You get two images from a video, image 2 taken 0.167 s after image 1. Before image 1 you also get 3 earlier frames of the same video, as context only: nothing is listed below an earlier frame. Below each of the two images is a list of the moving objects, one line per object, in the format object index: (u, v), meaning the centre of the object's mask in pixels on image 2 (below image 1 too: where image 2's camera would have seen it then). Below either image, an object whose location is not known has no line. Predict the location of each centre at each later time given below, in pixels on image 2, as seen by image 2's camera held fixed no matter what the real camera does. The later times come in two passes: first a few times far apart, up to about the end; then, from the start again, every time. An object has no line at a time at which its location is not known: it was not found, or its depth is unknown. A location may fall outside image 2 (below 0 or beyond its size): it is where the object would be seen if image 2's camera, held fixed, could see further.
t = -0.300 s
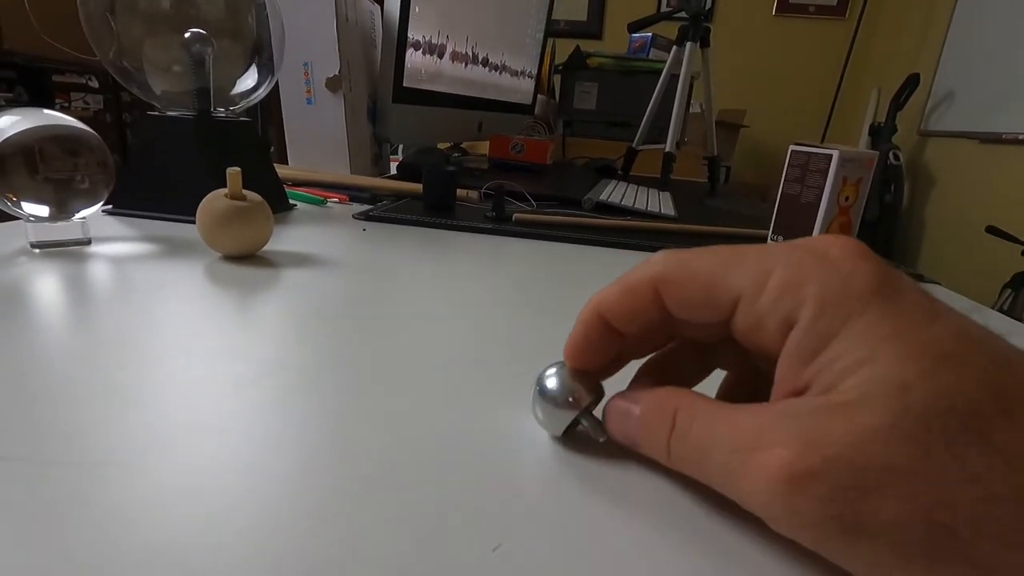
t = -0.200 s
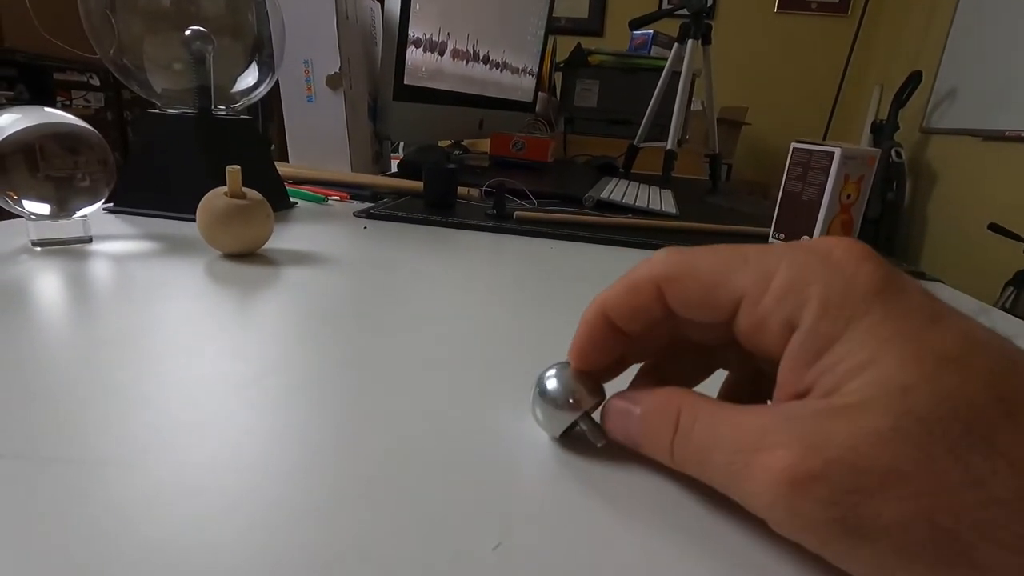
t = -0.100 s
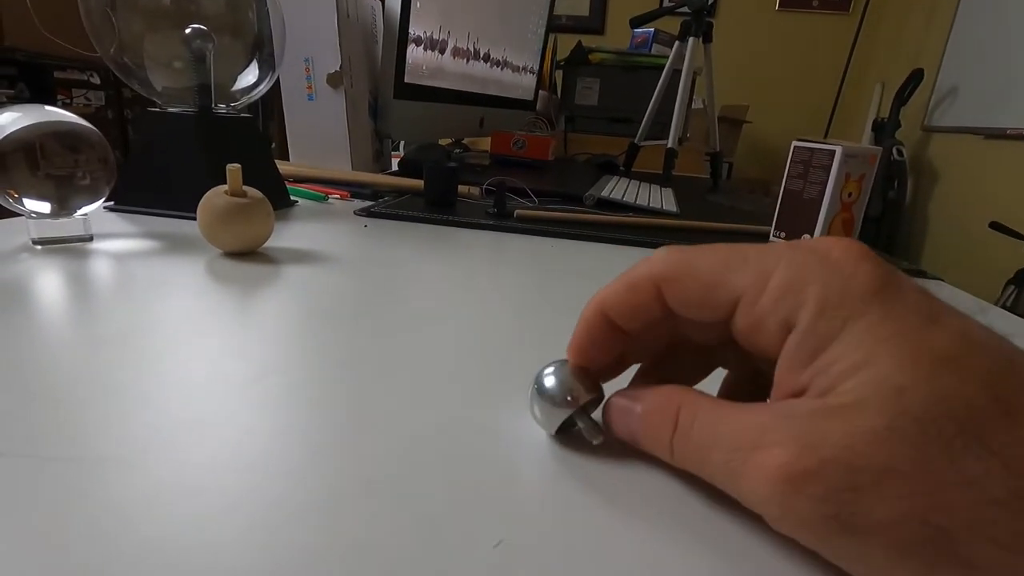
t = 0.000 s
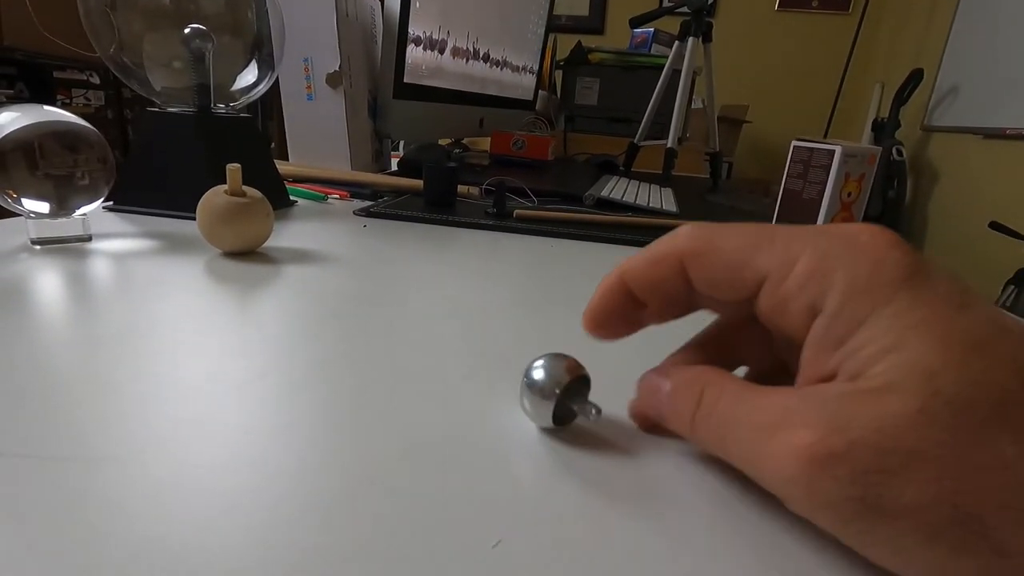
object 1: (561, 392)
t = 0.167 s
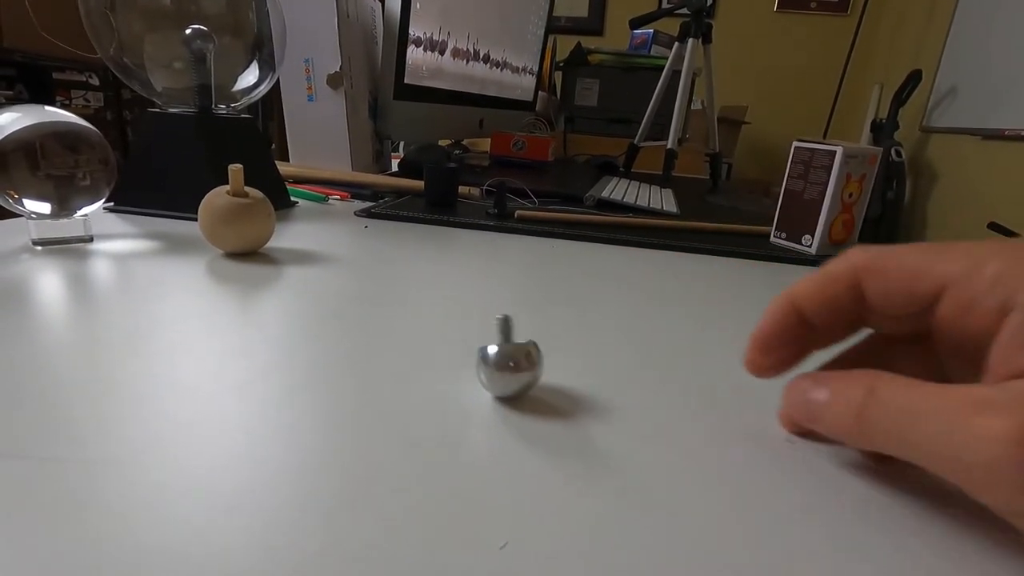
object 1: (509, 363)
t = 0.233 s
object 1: (485, 352)
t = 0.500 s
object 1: (484, 355)
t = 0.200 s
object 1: (495, 356)
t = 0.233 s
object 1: (485, 352)
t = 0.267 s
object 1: (478, 350)
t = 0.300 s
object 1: (474, 348)
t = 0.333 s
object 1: (471, 348)
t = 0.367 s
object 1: (470, 347)
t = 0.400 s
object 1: (470, 348)
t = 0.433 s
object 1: (472, 349)
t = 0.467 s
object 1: (477, 351)
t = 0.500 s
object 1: (484, 355)
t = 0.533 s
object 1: (496, 360)
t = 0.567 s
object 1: (511, 365)
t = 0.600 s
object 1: (527, 371)
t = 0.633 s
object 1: (541, 377)
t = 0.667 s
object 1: (553, 381)
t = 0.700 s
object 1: (561, 385)
